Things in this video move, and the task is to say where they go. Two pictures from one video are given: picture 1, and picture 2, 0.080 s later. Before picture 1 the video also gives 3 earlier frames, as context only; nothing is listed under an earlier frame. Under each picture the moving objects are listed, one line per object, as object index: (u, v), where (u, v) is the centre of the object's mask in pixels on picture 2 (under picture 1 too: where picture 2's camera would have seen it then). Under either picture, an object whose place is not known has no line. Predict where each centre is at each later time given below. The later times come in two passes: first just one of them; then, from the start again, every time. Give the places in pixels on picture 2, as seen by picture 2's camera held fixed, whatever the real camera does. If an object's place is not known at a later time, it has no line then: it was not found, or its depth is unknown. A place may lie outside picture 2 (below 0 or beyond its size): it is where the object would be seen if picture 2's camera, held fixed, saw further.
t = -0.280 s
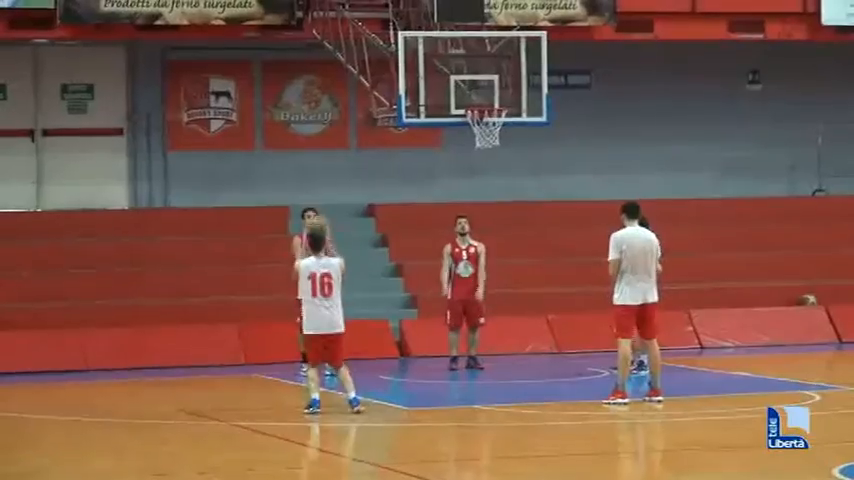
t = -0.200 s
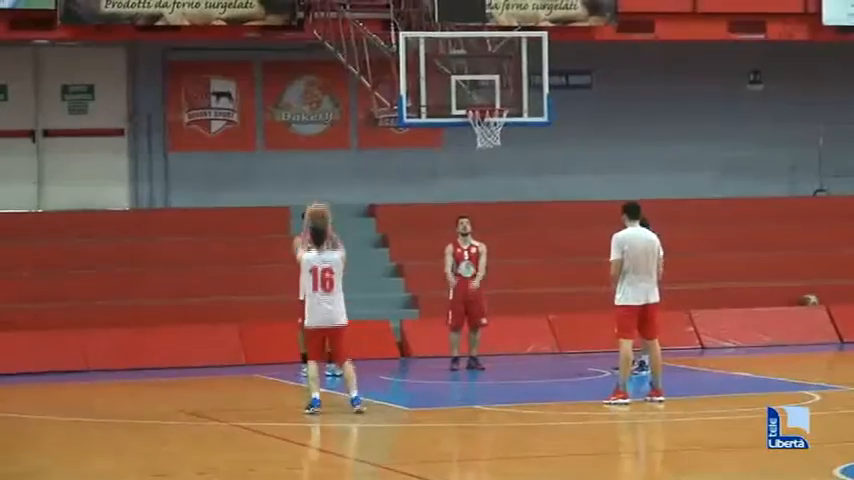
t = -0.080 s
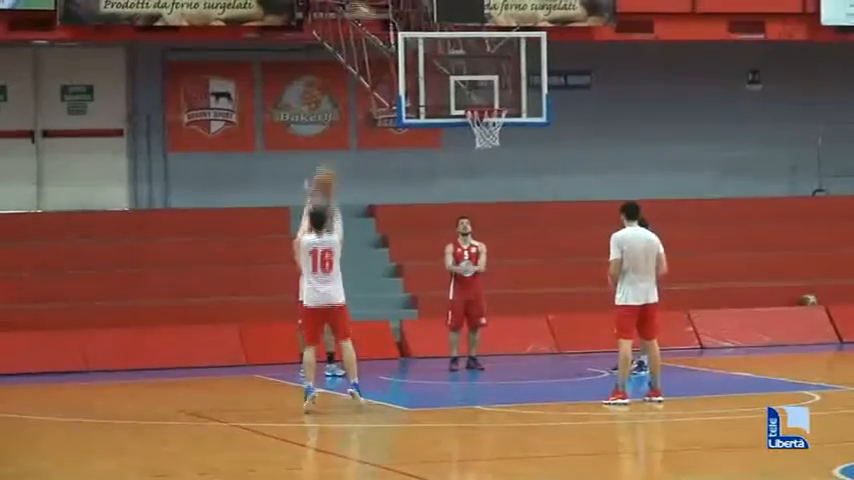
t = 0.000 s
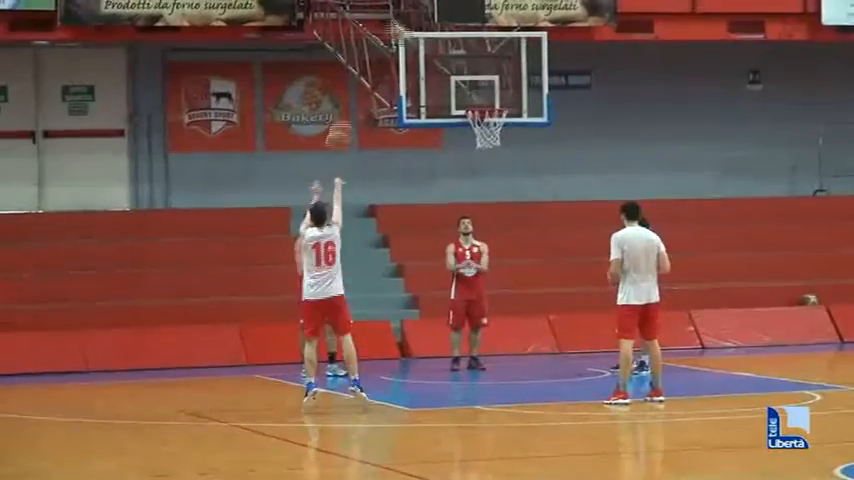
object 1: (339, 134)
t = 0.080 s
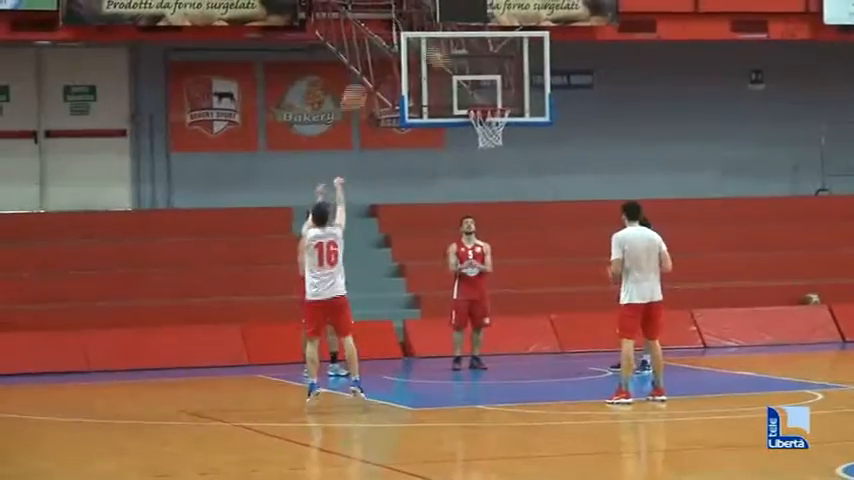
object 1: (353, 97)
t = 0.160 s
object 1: (366, 66)
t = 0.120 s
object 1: (359, 82)
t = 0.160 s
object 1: (366, 66)
